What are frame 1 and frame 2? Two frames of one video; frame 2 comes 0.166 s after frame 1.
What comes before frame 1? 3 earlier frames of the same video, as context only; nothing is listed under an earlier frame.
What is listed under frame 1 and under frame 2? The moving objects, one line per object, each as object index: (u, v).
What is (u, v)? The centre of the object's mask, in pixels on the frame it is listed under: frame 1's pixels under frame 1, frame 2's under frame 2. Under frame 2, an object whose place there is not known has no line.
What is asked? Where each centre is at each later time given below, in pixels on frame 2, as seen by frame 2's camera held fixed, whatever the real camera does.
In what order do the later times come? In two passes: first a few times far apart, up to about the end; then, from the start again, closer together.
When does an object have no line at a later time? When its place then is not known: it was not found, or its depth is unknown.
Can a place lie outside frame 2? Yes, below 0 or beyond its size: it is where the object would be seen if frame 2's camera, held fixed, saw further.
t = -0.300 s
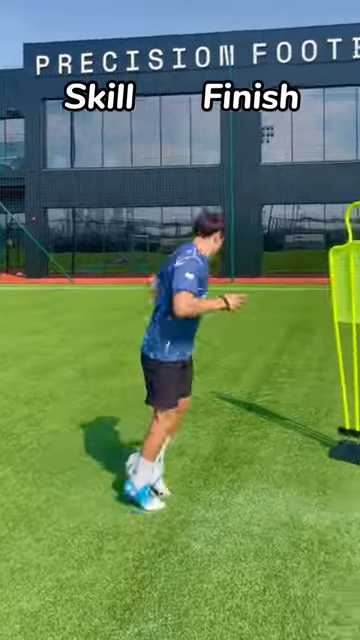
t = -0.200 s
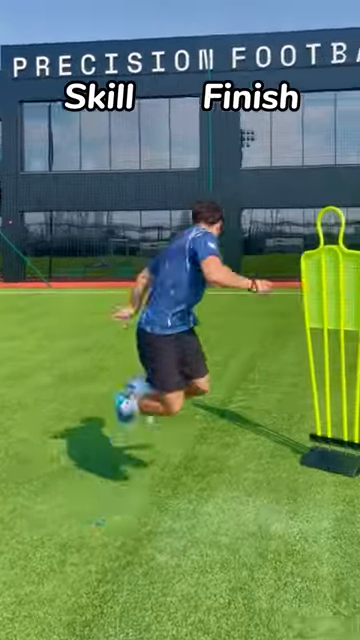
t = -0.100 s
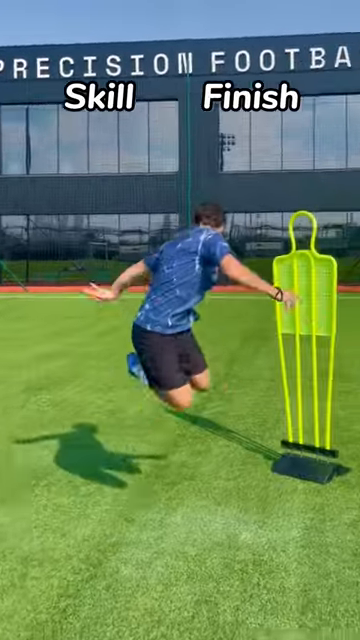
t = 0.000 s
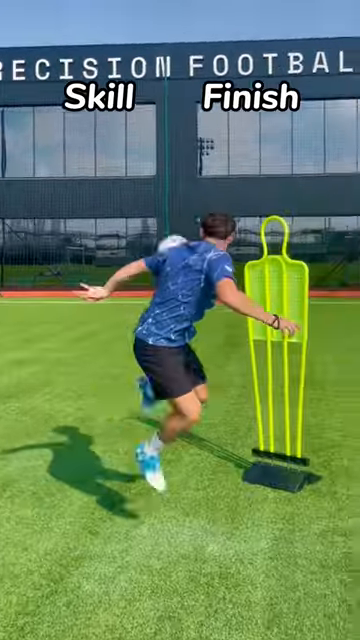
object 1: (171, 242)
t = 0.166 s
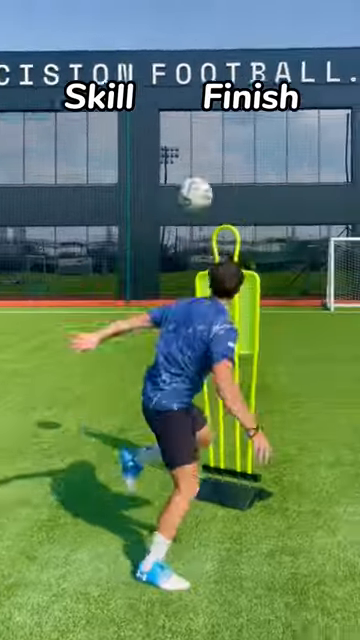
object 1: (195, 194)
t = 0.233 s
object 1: (220, 181)
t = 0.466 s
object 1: (288, 186)
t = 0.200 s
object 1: (207, 187)
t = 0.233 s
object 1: (220, 181)
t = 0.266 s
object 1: (233, 176)
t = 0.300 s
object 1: (245, 174)
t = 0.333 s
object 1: (249, 173)
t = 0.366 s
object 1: (258, 174)
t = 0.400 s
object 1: (268, 176)
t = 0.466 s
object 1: (288, 186)
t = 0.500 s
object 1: (296, 192)
